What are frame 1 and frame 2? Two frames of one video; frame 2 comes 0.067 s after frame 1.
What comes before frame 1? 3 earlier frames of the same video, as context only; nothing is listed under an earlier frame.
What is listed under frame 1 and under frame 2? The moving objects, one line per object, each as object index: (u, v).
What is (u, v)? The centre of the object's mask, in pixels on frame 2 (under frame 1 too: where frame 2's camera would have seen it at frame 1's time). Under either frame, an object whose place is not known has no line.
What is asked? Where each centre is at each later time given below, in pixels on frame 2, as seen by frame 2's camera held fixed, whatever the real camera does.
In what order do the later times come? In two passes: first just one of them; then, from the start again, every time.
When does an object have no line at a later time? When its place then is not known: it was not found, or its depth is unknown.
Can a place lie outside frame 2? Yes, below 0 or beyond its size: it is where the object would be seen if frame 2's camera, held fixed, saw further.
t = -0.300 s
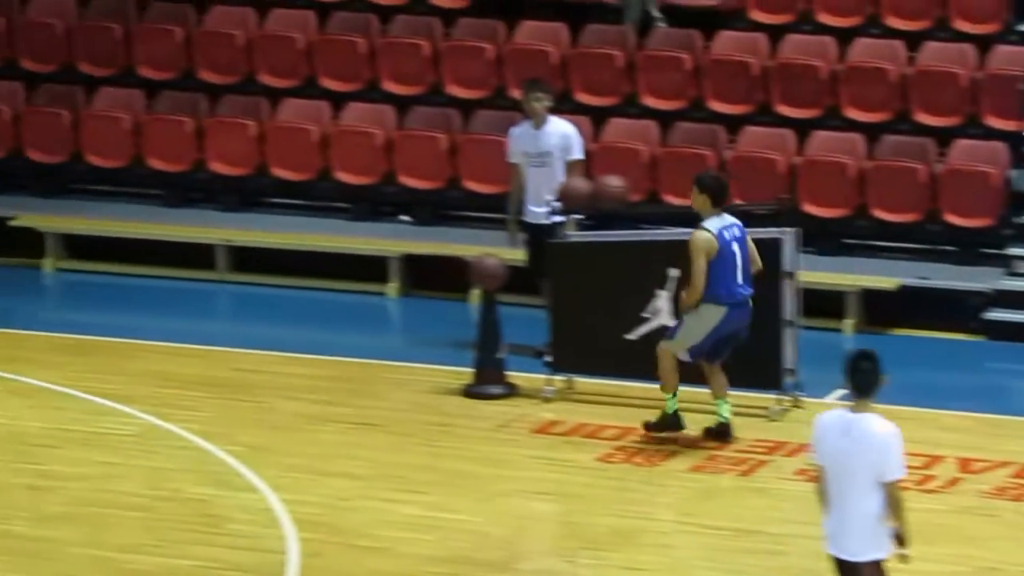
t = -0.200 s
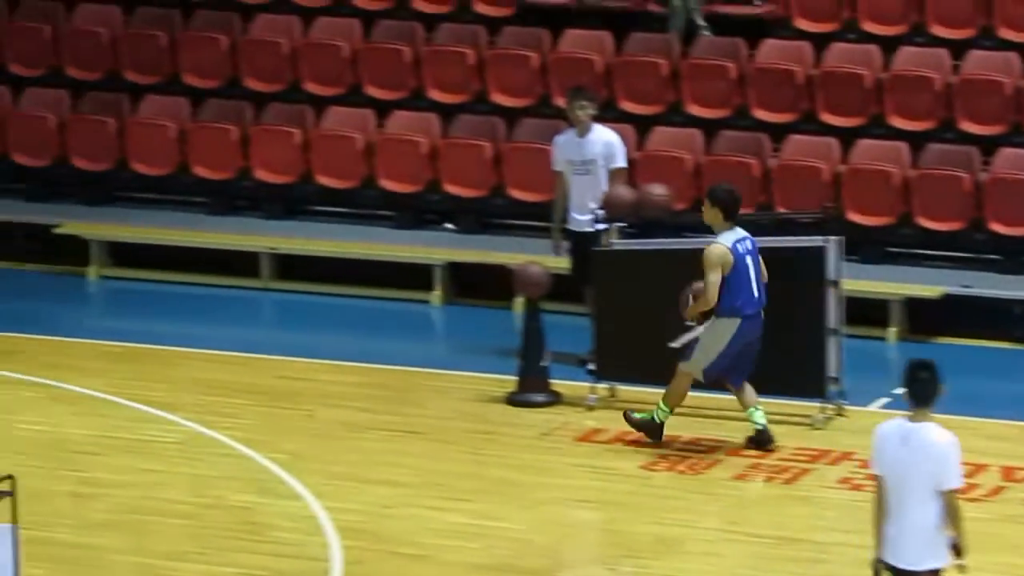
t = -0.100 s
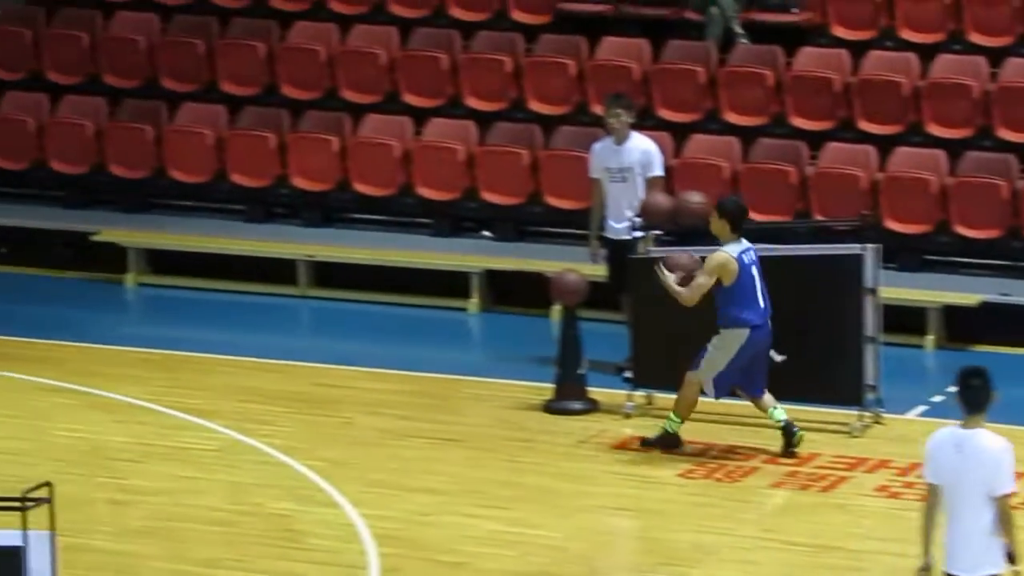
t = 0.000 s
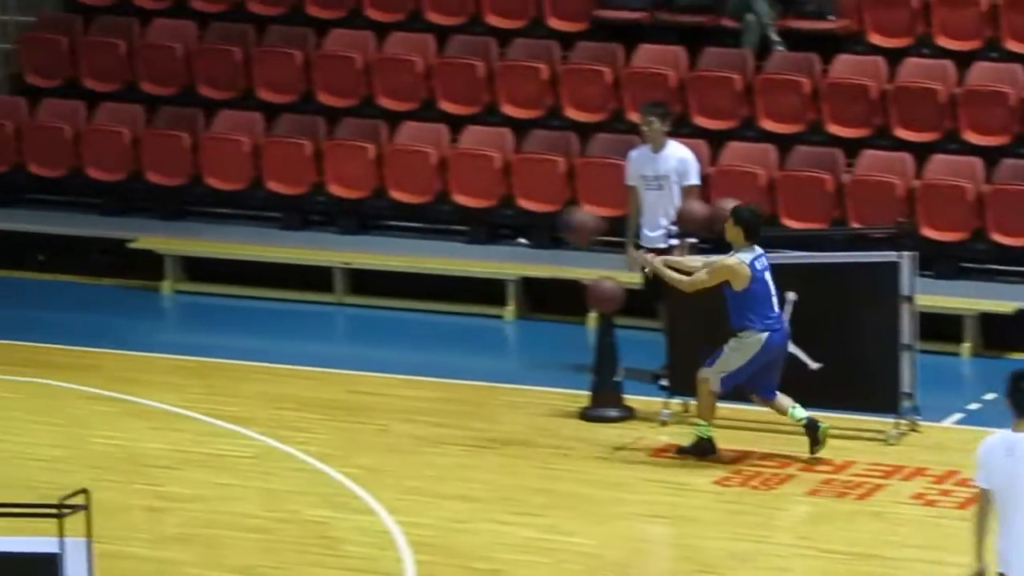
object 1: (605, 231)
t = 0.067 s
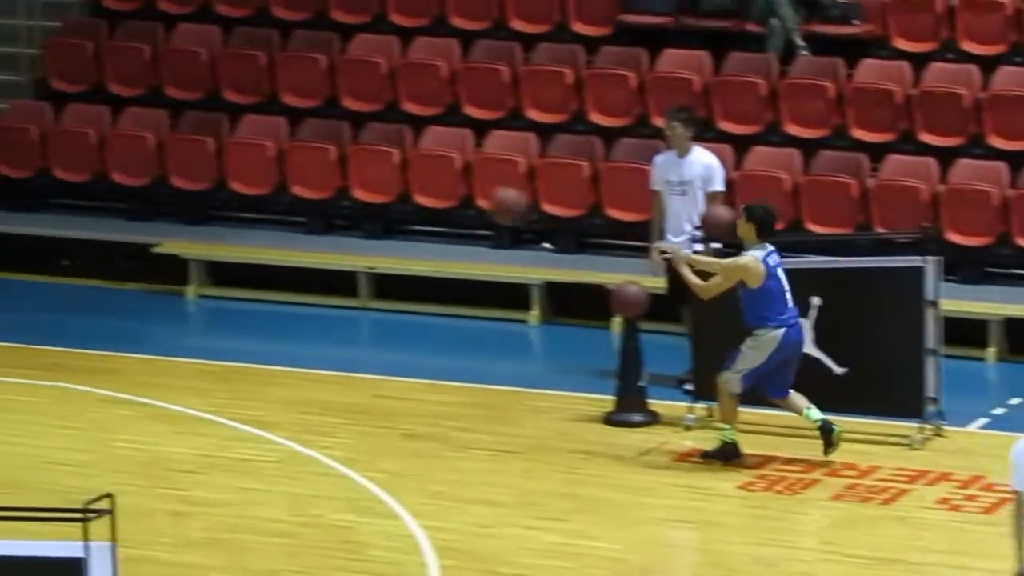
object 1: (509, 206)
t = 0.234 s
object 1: (272, 169)
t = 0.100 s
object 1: (460, 195)
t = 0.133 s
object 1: (410, 185)
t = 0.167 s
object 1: (364, 176)
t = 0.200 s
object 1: (318, 171)
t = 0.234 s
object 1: (272, 169)
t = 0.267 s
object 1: (228, 165)
